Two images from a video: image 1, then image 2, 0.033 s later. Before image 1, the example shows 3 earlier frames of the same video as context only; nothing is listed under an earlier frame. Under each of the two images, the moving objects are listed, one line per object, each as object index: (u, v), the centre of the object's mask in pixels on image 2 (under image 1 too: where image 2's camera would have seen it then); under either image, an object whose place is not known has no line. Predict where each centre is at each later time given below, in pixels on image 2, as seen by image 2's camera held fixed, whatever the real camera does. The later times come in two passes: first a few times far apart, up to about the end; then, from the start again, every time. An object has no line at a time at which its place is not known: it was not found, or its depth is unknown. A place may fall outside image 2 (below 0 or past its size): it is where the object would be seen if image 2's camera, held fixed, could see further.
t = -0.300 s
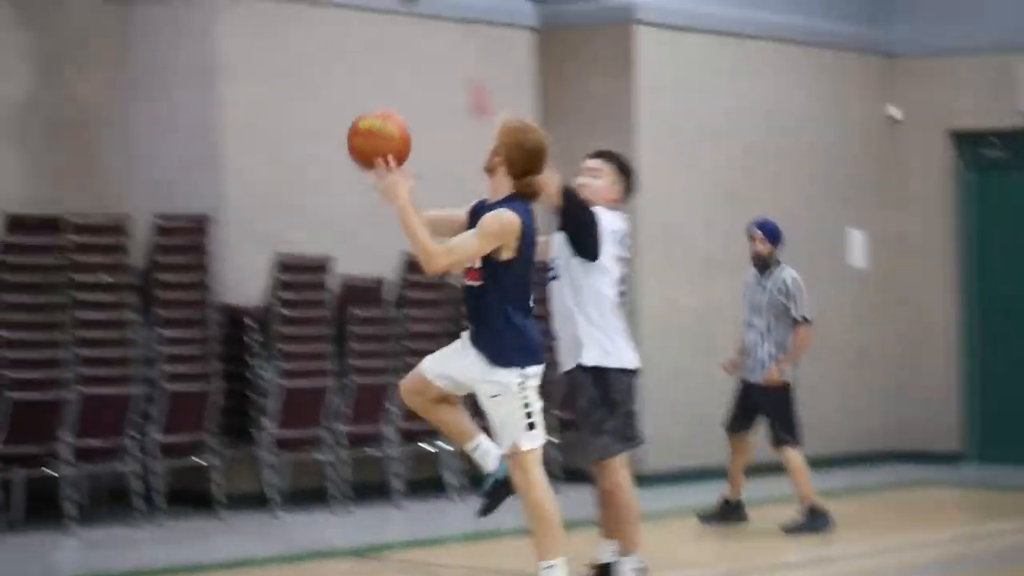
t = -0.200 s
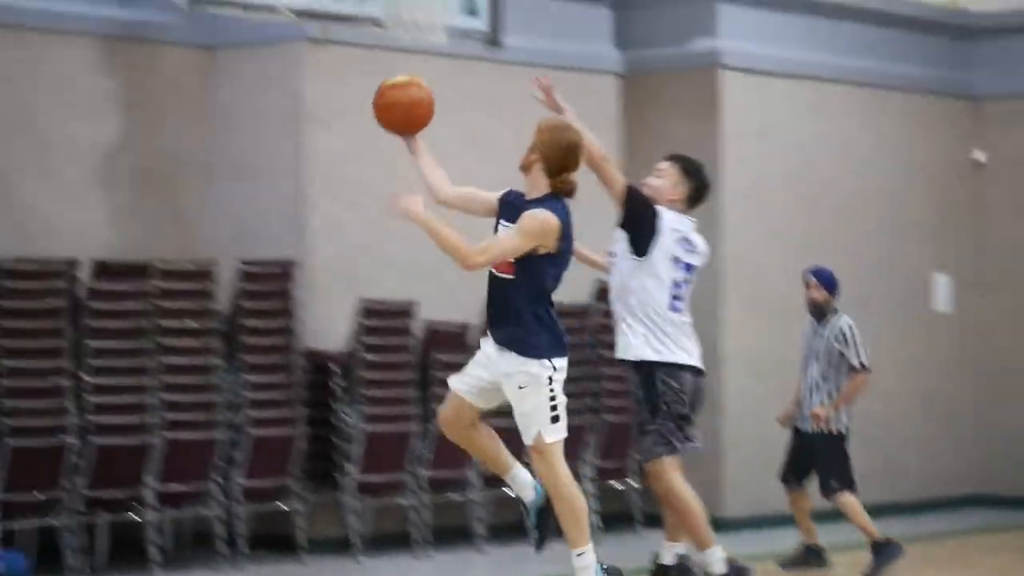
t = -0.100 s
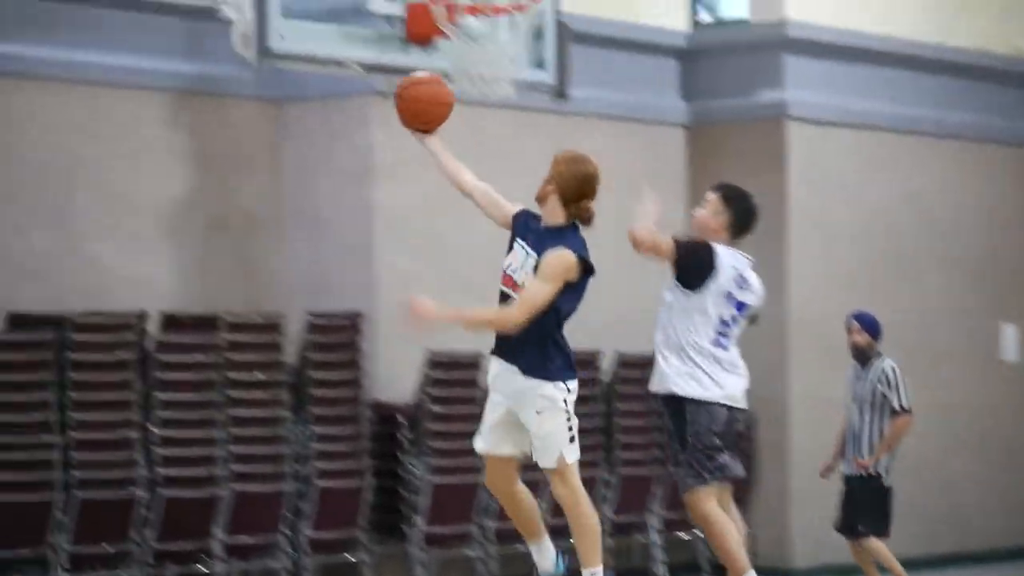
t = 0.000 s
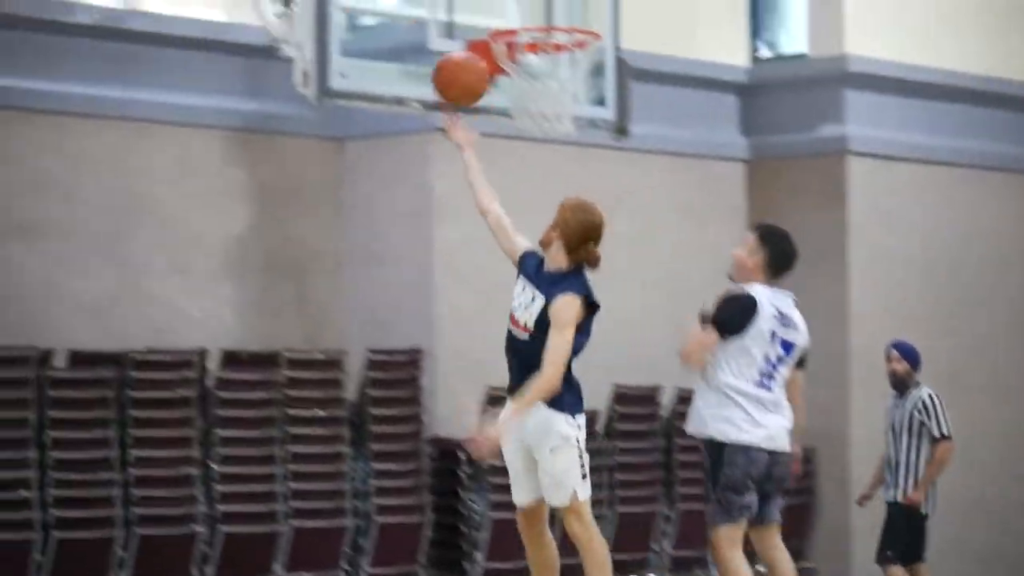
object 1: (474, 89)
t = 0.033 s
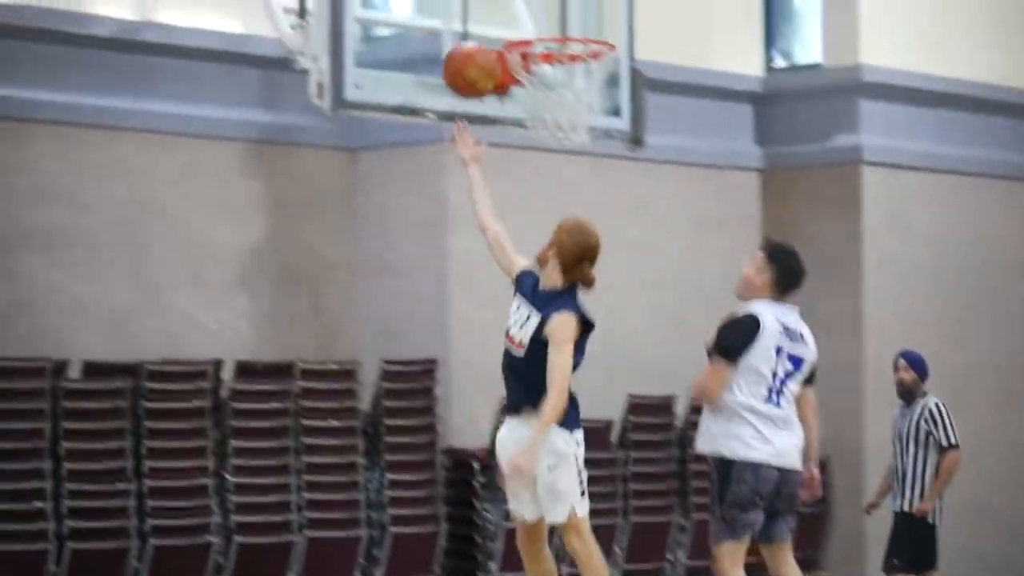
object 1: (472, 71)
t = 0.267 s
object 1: (490, -1)
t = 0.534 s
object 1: (567, 19)
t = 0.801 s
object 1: (581, 107)
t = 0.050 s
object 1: (468, 61)
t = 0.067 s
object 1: (466, 52)
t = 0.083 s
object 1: (464, 46)
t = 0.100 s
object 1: (463, 39)
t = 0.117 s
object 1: (461, 33)
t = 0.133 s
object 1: (459, 28)
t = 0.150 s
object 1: (458, 23)
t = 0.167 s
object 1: (456, 19)
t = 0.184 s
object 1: (461, 14)
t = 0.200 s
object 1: (467, 10)
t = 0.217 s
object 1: (473, 6)
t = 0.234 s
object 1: (479, 3)
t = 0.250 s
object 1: (484, 1)
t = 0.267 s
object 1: (490, -1)
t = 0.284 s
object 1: (497, -2)
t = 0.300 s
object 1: (502, -3)
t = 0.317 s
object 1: (508, -3)
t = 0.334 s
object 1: (514, -2)
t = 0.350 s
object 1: (520, -1)
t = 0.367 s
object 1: (526, 1)
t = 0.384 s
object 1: (532, 3)
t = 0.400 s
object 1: (538, 7)
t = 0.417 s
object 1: (544, 10)
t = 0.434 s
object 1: (550, 14)
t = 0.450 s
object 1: (555, 17)
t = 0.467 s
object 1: (558, 18)
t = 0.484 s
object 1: (560, 17)
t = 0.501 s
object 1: (562, 18)
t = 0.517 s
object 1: (564, 19)
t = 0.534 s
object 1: (567, 19)
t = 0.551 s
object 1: (569, 25)
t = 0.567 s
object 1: (572, 29)
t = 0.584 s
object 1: (575, 32)
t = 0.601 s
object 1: (576, 41)
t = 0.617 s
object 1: (579, 45)
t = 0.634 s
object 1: (581, 51)
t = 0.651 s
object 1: (584, 59)
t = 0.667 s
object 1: (583, 67)
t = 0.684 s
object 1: (585, 72)
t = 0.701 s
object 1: (586, 77)
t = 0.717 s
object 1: (586, 83)
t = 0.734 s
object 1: (587, 88)
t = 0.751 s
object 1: (586, 93)
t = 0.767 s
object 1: (585, 98)
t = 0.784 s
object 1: (584, 103)
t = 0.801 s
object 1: (581, 107)
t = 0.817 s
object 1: (579, 112)
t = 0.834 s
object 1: (578, 116)
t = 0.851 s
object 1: (576, 121)
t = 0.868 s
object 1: (574, 138)
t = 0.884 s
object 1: (572, 142)
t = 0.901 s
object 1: (570, 147)
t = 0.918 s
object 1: (568, 152)
